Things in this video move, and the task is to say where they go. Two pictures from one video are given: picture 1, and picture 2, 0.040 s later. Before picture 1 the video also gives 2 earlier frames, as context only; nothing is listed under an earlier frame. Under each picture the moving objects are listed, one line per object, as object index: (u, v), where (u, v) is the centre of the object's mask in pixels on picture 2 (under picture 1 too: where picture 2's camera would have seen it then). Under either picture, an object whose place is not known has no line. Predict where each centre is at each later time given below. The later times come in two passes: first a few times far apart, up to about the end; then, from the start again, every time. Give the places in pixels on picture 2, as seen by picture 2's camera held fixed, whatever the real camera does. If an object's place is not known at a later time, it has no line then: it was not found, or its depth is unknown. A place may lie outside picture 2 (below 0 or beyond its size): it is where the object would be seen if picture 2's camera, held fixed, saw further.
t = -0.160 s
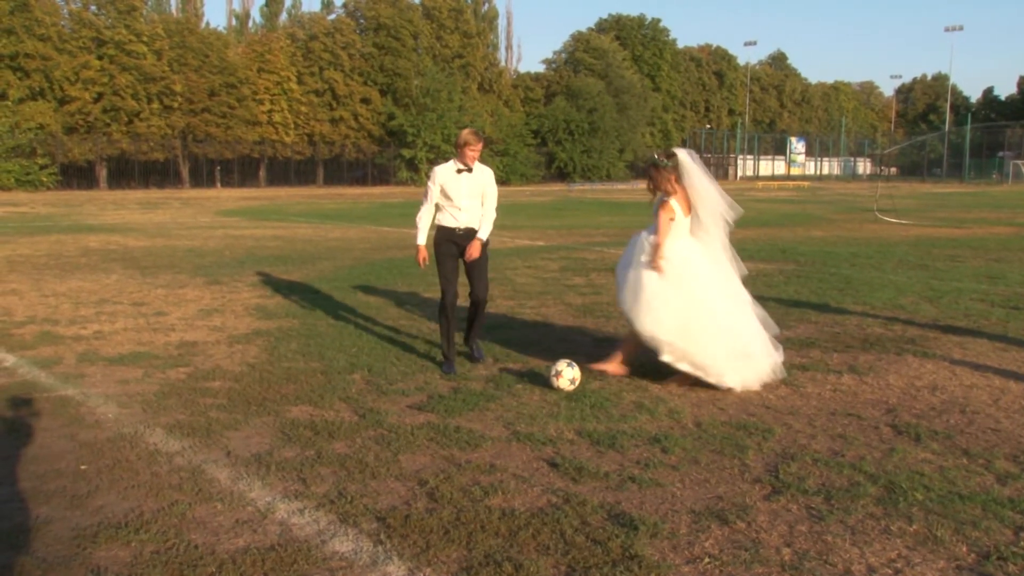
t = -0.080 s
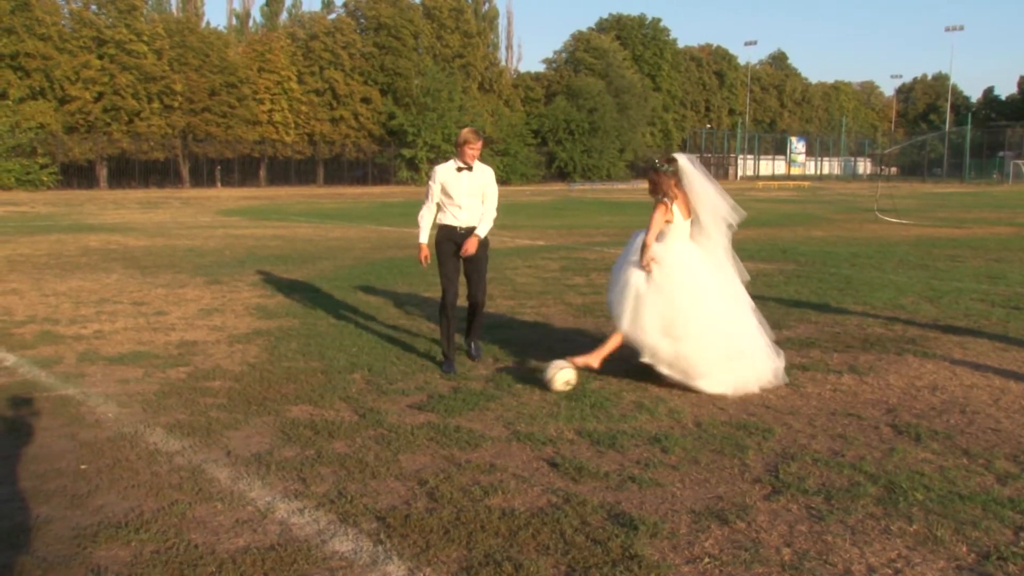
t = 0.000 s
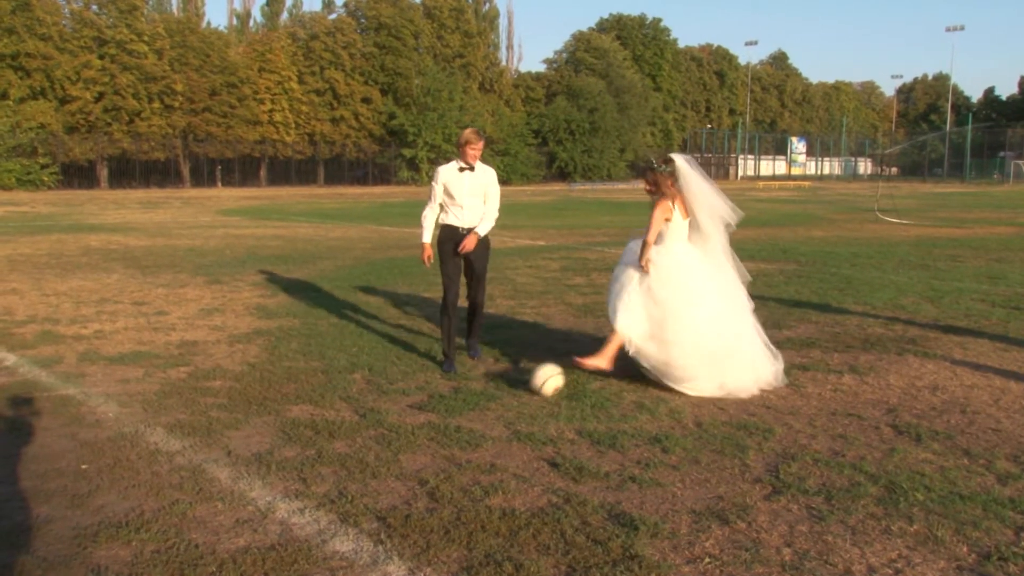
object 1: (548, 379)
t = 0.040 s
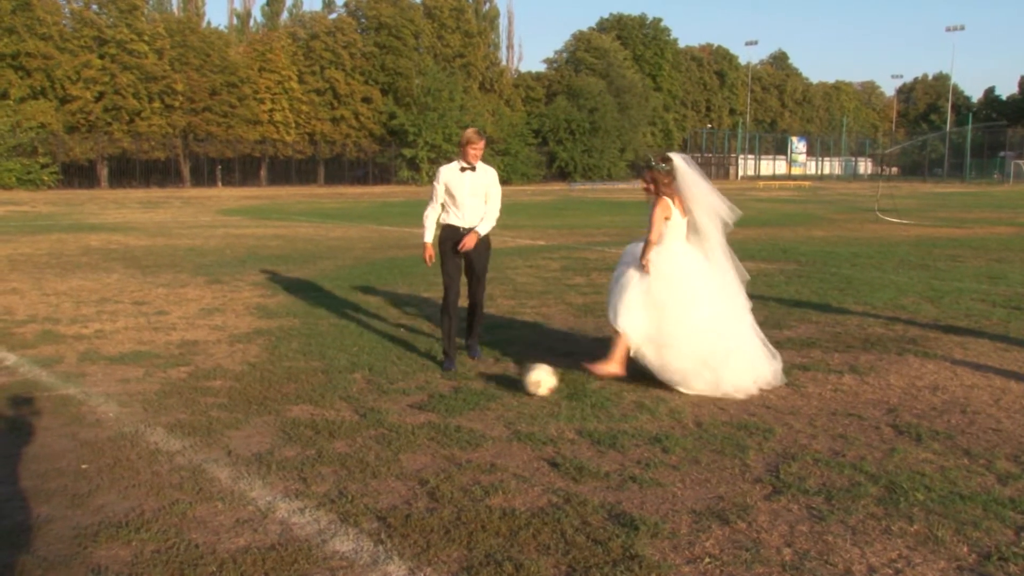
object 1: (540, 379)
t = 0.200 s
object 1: (511, 385)
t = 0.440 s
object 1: (467, 394)
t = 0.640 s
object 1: (432, 402)
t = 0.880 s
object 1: (391, 414)
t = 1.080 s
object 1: (353, 422)
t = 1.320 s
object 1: (316, 431)
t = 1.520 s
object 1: (288, 437)
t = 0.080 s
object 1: (533, 380)
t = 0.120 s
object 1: (526, 382)
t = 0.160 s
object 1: (518, 385)
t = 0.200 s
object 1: (511, 385)
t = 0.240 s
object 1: (504, 386)
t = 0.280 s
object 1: (497, 389)
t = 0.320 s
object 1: (489, 391)
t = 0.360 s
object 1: (481, 393)
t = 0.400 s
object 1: (474, 393)
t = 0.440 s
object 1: (467, 394)
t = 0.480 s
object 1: (460, 397)
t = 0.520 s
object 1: (453, 398)
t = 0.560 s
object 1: (447, 399)
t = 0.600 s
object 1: (439, 402)
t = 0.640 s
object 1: (432, 402)
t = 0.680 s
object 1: (426, 404)
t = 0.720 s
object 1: (419, 406)
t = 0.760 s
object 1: (412, 408)
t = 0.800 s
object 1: (405, 409)
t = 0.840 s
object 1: (398, 411)
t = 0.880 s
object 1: (391, 414)
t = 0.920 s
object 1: (383, 416)
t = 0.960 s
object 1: (376, 418)
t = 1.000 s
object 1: (369, 419)
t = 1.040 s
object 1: (361, 420)
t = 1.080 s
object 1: (353, 422)
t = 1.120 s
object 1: (346, 424)
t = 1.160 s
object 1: (339, 426)
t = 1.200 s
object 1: (333, 427)
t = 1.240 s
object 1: (327, 427)
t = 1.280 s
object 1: (321, 429)
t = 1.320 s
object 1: (316, 431)
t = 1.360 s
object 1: (310, 433)
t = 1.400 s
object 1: (304, 434)
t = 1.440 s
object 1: (298, 436)
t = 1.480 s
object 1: (293, 437)
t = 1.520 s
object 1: (288, 437)
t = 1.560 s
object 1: (283, 440)
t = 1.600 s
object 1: (278, 442)
